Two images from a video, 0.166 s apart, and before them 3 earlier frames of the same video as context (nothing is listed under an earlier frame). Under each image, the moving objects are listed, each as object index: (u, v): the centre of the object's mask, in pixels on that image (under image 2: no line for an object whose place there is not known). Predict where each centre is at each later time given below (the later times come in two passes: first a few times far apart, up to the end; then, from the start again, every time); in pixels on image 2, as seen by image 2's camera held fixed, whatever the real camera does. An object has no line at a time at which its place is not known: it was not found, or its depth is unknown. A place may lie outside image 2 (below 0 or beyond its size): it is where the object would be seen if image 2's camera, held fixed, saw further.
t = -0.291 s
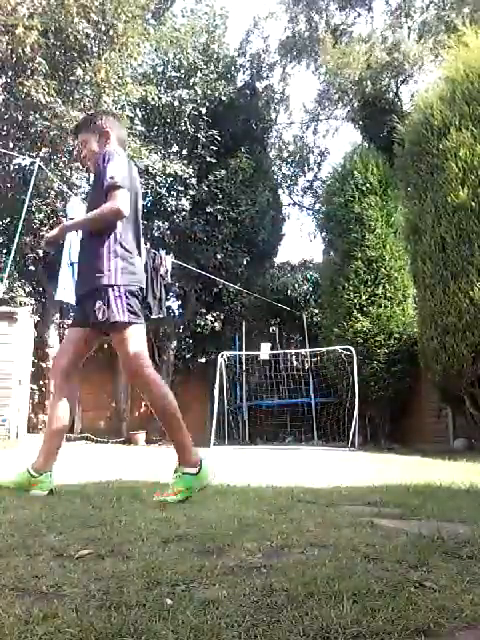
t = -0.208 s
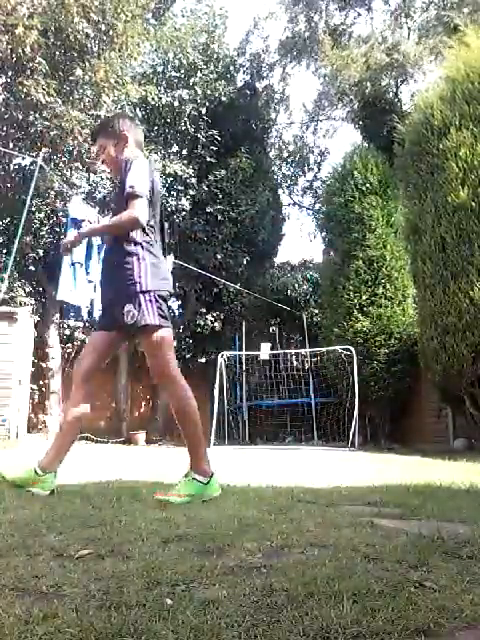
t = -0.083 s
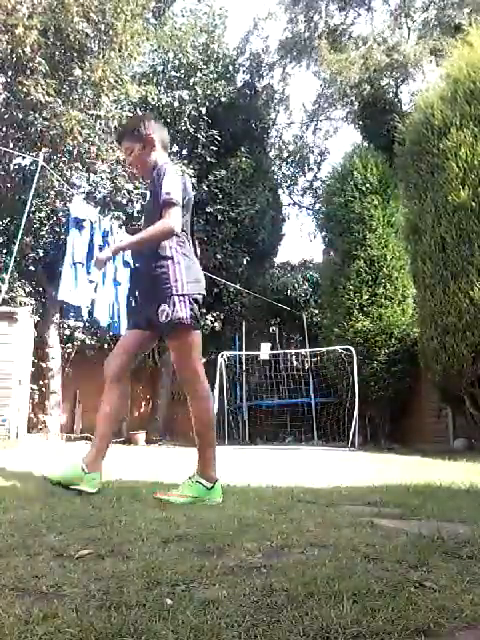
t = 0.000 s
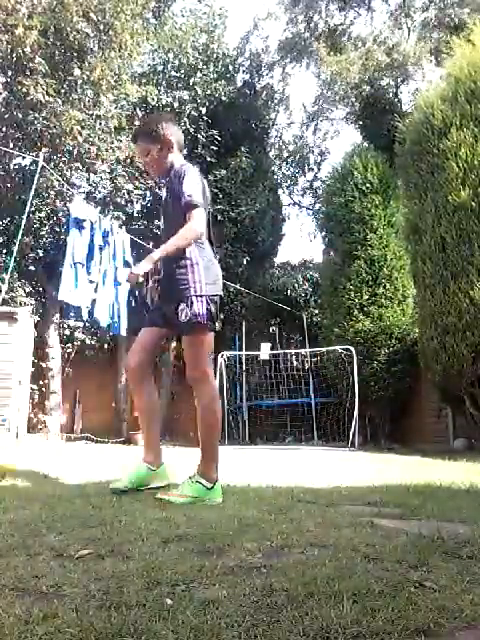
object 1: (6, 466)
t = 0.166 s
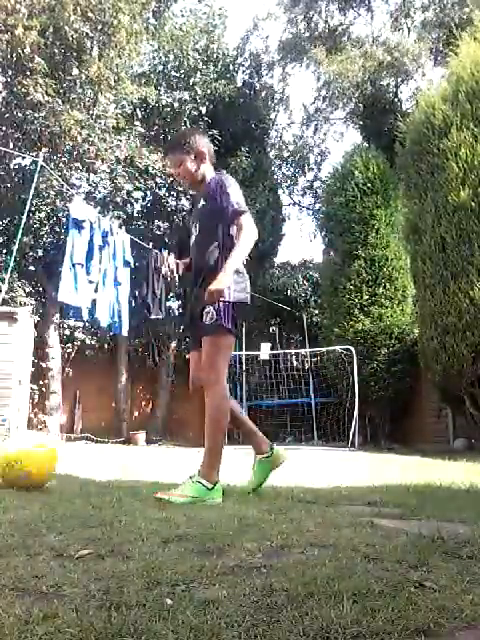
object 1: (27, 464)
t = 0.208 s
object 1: (37, 461)
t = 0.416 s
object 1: (90, 466)
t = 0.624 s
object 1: (146, 469)
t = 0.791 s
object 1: (191, 472)
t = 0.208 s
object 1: (37, 461)
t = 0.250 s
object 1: (47, 462)
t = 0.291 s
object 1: (57, 463)
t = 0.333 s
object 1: (68, 464)
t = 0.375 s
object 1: (79, 464)
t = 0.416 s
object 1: (90, 466)
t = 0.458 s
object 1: (101, 467)
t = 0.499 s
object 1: (113, 467)
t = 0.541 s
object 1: (124, 467)
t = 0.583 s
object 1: (135, 468)
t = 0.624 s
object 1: (146, 469)
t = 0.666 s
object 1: (158, 469)
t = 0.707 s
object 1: (168, 470)
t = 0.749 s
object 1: (180, 471)
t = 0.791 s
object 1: (191, 472)
